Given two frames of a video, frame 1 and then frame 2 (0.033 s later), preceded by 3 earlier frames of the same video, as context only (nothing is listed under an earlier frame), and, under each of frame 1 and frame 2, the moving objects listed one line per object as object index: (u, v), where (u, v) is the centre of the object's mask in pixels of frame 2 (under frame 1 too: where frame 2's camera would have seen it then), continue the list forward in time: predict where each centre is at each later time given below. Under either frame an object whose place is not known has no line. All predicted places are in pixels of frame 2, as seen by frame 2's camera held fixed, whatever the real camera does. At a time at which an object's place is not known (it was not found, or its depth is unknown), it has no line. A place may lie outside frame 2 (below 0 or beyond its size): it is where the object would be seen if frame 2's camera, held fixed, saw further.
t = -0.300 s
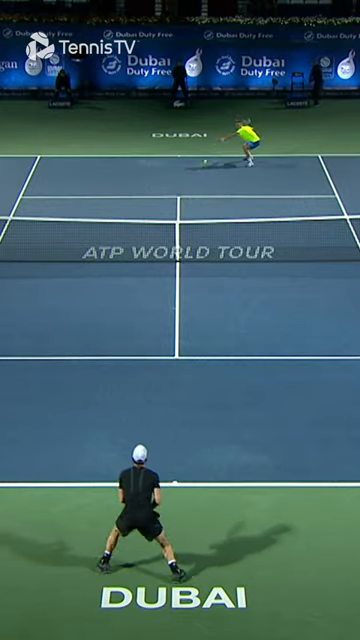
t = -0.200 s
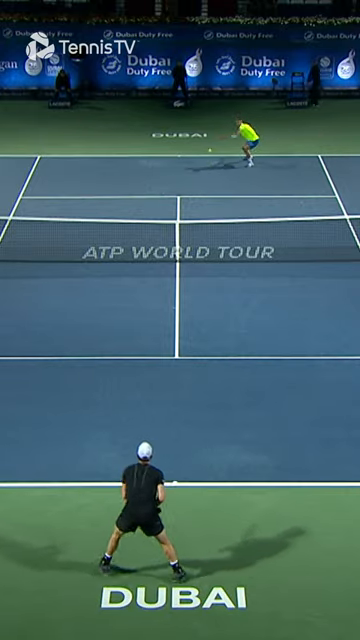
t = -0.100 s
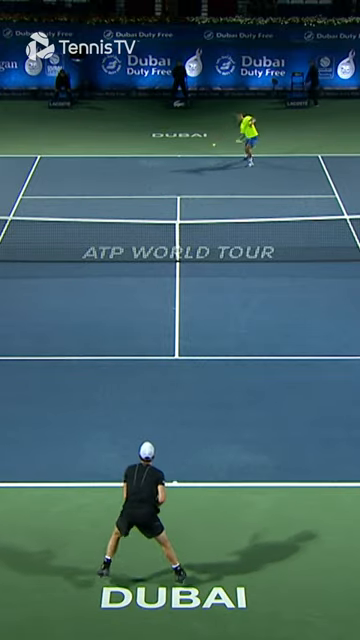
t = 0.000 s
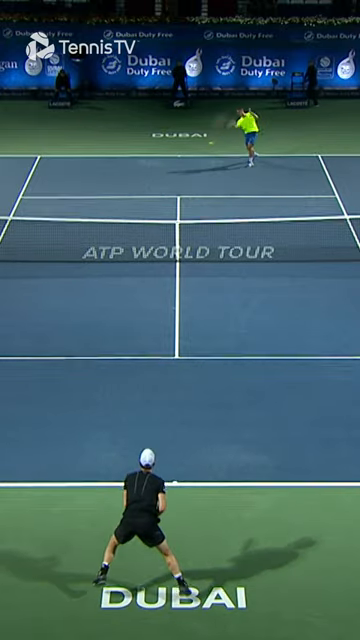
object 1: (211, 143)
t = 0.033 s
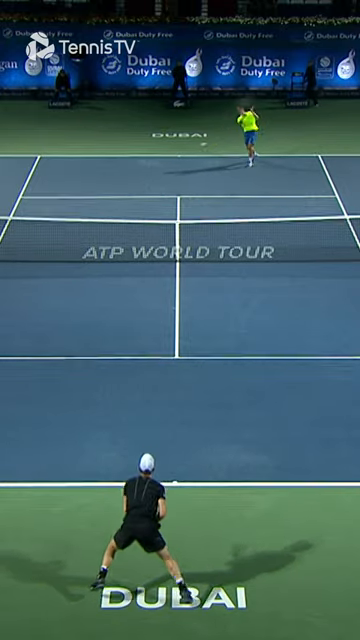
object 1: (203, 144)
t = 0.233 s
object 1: (162, 165)
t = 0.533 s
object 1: (91, 265)
